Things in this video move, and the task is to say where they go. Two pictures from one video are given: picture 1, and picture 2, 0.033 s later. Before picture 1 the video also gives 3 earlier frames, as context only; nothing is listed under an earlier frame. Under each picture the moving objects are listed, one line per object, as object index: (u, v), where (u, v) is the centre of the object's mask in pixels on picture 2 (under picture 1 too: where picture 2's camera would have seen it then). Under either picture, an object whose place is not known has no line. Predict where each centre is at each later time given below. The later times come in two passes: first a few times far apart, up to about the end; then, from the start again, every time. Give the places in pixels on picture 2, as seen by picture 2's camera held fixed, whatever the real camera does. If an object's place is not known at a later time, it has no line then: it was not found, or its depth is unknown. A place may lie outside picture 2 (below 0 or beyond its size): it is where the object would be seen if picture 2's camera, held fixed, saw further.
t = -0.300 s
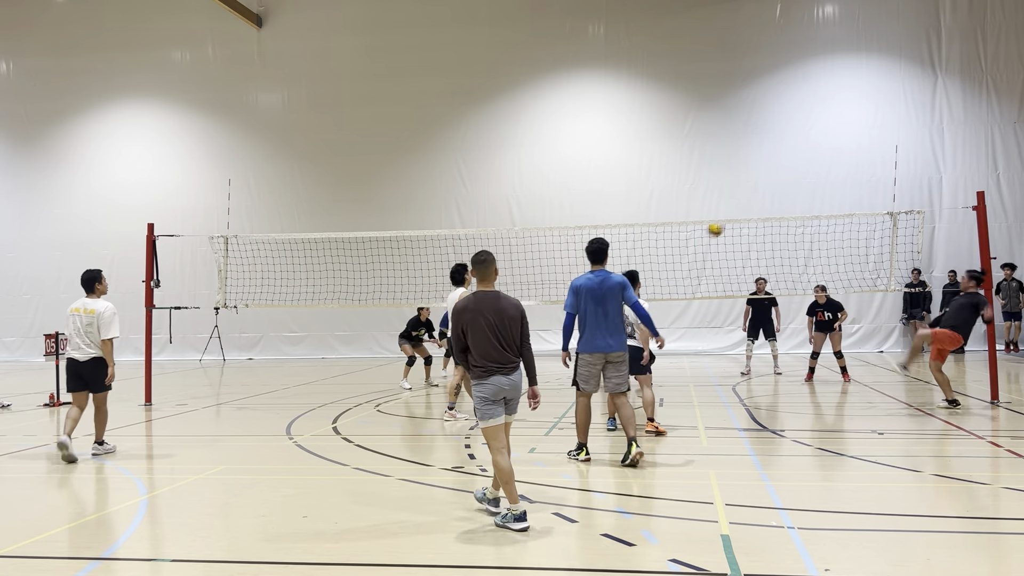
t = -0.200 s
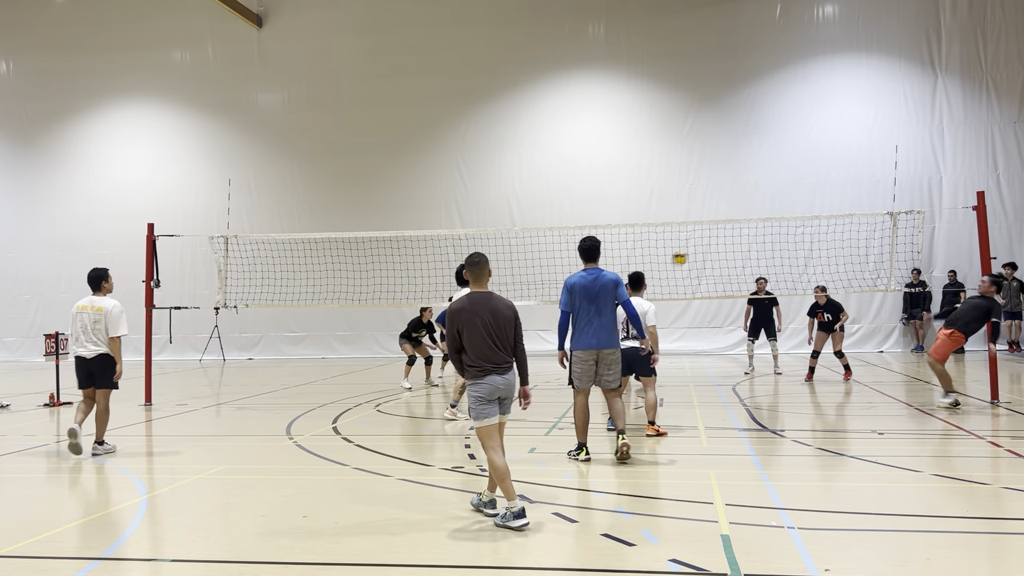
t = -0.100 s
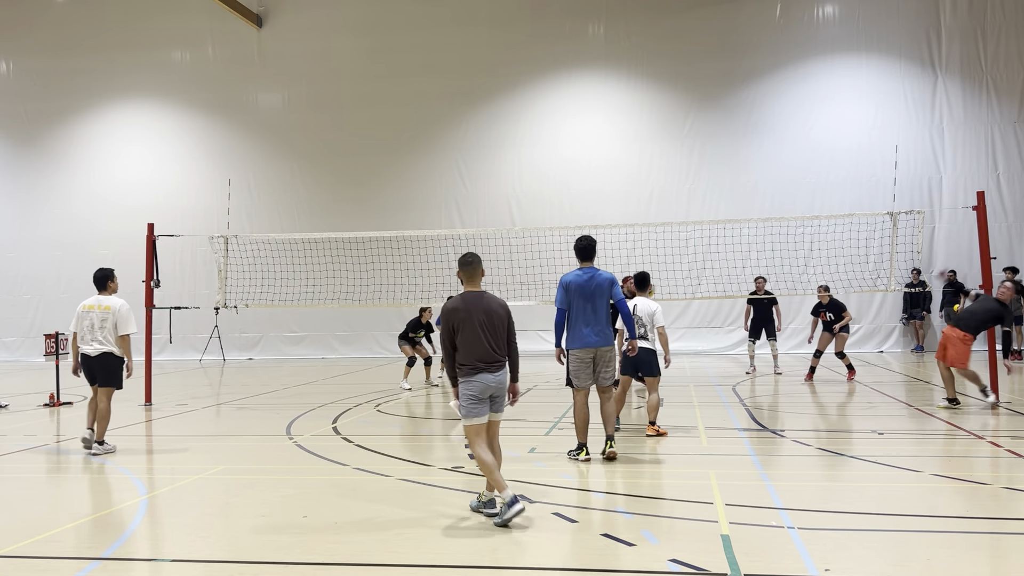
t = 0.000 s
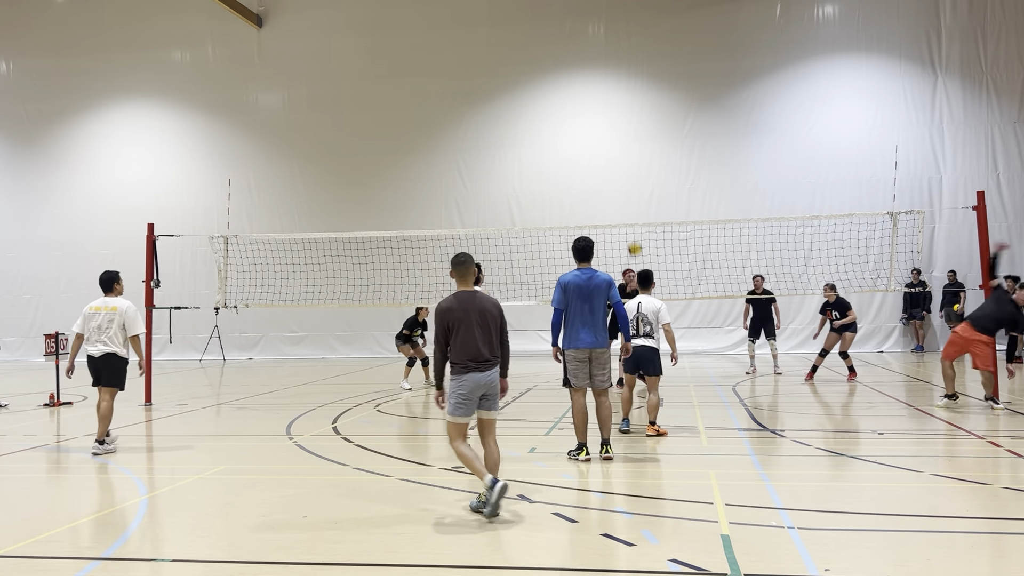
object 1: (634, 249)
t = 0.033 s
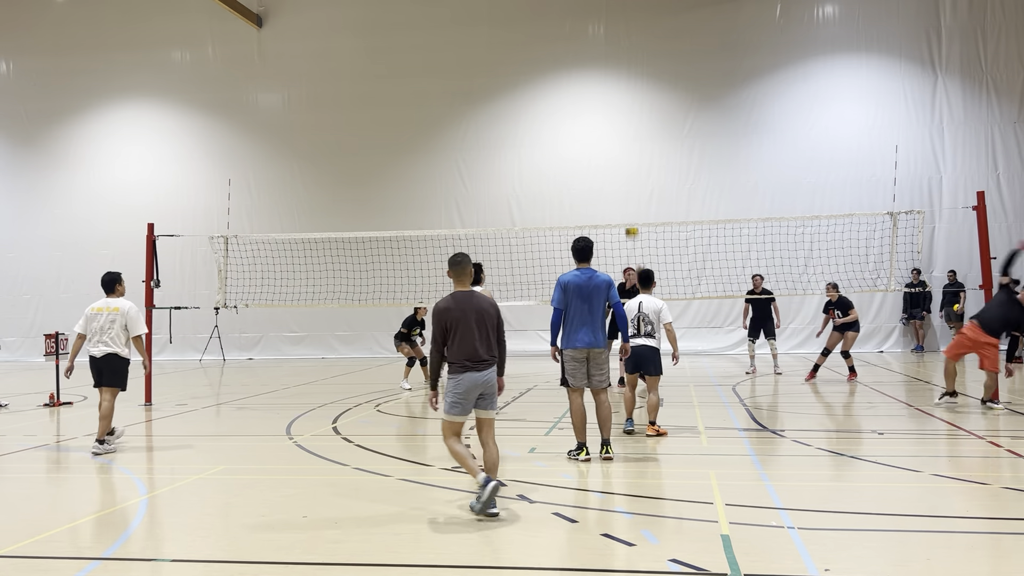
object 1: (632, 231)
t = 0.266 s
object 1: (611, 127)
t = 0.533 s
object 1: (589, 57)
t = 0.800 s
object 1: (569, 35)
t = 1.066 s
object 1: (550, 58)
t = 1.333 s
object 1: (533, 126)
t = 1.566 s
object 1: (521, 218)
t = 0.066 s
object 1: (629, 213)
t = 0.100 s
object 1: (625, 197)
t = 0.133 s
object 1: (623, 181)
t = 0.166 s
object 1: (620, 166)
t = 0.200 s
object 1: (617, 152)
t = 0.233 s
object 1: (614, 140)
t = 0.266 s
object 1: (611, 127)
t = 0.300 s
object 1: (608, 116)
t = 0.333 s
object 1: (606, 105)
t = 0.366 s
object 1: (603, 95)
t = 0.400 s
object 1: (600, 86)
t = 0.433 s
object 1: (597, 78)
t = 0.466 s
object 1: (595, 70)
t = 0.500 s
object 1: (592, 63)
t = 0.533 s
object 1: (589, 57)
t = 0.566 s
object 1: (587, 52)
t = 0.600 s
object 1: (584, 47)
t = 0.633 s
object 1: (581, 43)
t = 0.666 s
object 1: (579, 40)
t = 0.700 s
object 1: (576, 38)
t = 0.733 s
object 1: (574, 36)
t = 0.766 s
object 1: (571, 35)
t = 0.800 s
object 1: (569, 35)
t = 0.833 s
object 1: (566, 35)
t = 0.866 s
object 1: (564, 36)
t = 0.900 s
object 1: (562, 38)
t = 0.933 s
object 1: (559, 41)
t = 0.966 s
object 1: (557, 44)
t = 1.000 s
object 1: (554, 48)
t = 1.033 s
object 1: (552, 53)
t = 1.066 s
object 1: (550, 58)
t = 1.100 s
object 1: (547, 64)
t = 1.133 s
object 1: (545, 71)
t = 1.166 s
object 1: (543, 79)
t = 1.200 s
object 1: (541, 86)
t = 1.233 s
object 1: (538, 96)
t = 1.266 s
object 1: (537, 105)
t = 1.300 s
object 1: (535, 115)
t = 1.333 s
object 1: (533, 126)
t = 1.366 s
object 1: (531, 137)
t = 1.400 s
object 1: (529, 149)
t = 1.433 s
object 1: (527, 162)
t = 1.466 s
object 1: (525, 175)
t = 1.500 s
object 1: (524, 189)
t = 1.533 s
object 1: (522, 203)
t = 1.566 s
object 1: (521, 218)
